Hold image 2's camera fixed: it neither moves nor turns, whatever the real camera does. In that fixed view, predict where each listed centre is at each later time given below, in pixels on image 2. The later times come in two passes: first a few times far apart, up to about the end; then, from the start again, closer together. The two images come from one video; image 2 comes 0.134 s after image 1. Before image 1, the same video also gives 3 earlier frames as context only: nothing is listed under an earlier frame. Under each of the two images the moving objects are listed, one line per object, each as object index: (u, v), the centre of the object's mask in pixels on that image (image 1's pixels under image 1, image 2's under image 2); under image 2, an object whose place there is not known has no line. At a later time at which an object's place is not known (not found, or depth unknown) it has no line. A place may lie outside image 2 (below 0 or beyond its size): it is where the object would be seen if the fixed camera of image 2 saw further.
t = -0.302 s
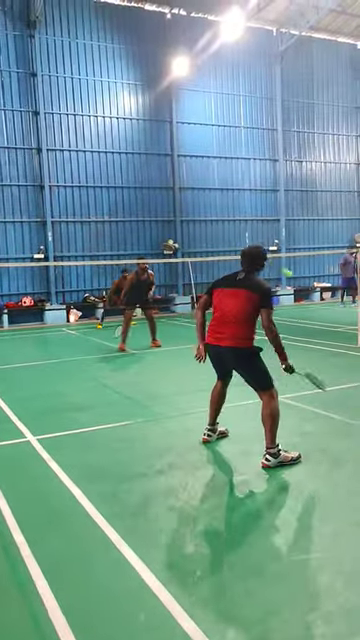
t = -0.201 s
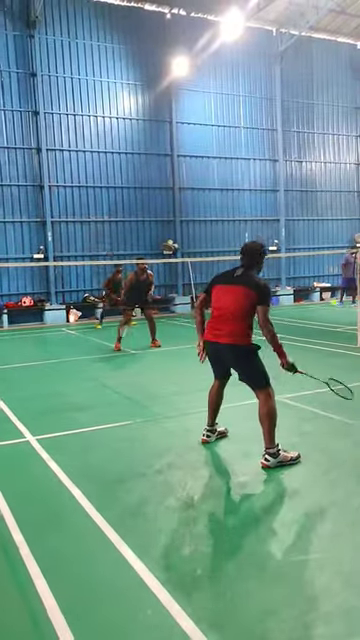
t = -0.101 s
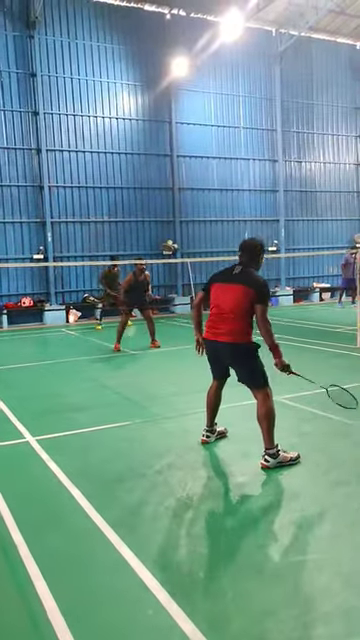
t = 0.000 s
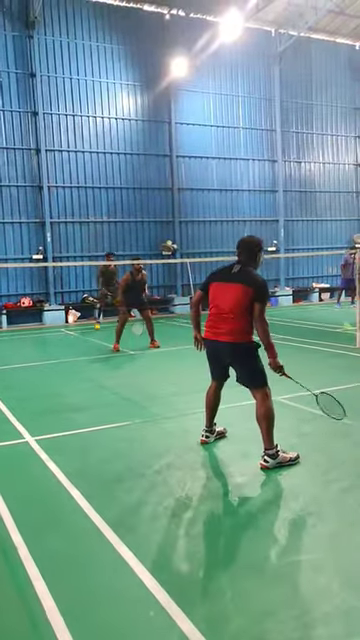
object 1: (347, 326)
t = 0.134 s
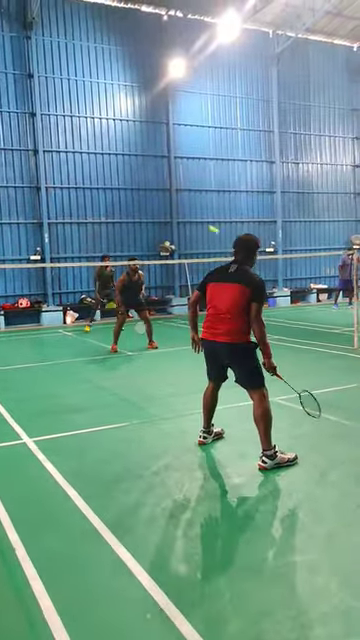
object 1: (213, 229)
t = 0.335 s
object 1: (128, 185)
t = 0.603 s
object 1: (73, 186)
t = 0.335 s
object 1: (128, 185)
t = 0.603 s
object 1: (73, 186)
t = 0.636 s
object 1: (68, 189)
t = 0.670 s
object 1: (65, 192)
